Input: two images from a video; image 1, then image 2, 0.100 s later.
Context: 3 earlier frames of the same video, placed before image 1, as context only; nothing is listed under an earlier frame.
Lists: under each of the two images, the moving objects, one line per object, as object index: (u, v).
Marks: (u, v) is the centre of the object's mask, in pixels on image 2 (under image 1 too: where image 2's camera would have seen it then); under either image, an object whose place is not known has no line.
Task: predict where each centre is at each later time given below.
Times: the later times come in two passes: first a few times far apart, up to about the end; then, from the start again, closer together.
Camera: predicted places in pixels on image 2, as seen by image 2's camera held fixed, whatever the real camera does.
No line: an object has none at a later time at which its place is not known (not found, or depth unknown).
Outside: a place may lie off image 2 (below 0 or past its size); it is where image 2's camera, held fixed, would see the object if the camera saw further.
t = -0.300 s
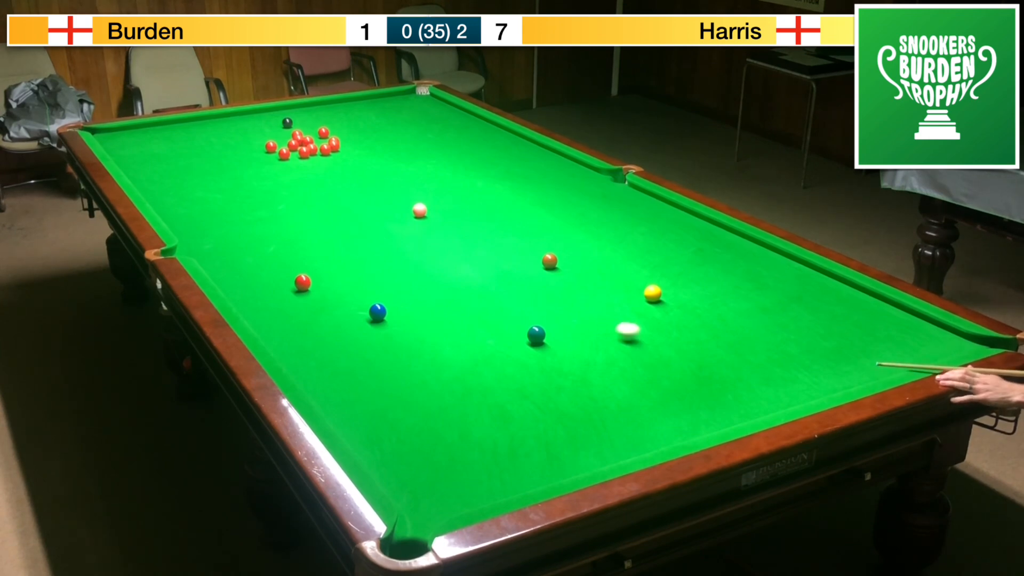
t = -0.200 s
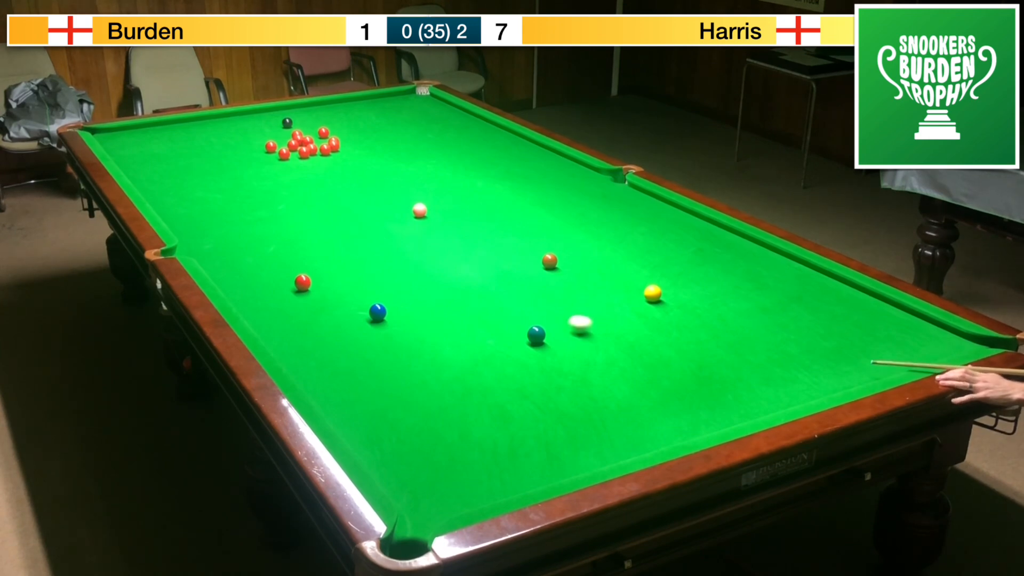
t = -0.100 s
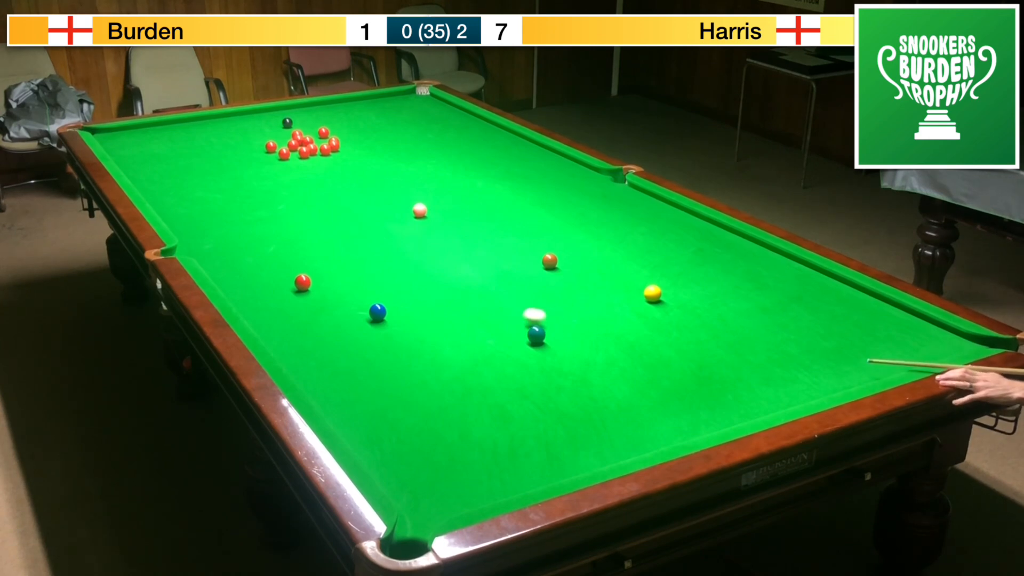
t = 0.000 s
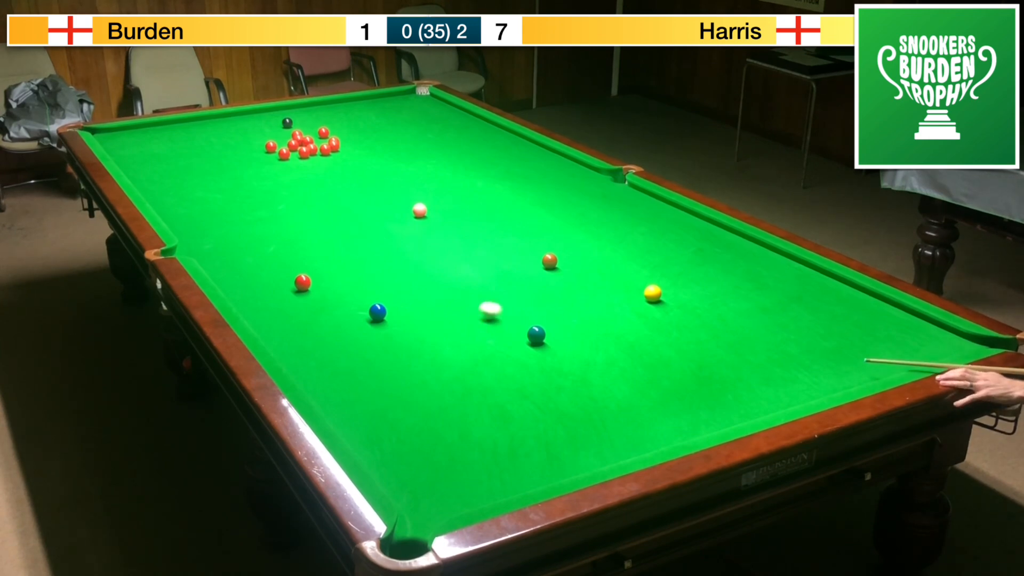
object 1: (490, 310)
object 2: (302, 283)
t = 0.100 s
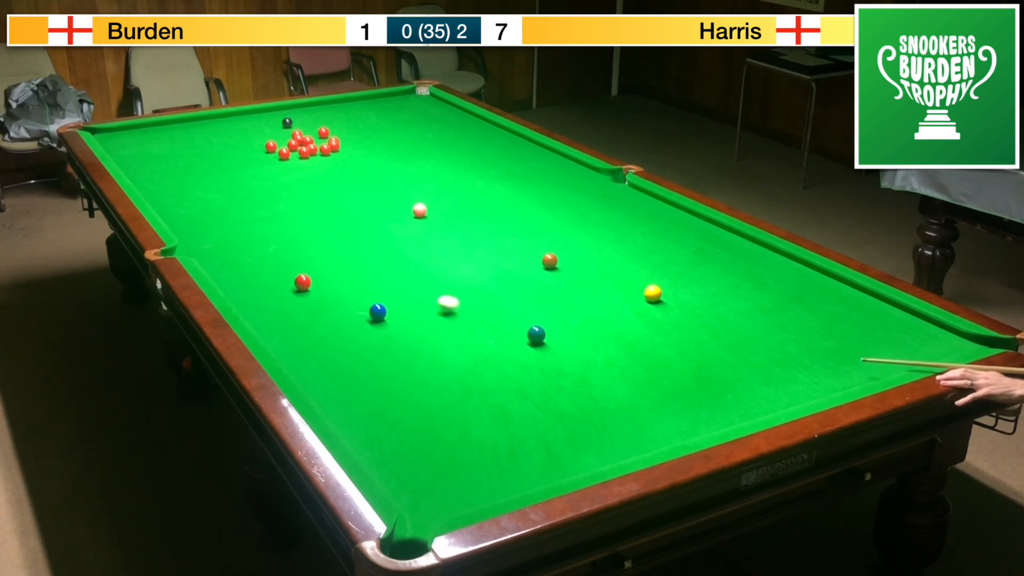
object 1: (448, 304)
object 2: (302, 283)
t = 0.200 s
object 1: (407, 298)
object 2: (302, 283)
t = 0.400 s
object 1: (330, 286)
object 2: (302, 283)
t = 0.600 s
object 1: (305, 285)
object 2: (256, 274)
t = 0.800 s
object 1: (286, 283)
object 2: (213, 267)
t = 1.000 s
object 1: (269, 282)
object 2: (216, 255)
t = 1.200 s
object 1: (253, 280)
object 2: (225, 244)
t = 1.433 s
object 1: (237, 279)
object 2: (235, 232)
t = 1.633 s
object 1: (224, 278)
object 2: (243, 223)
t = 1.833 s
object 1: (217, 276)
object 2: (250, 215)
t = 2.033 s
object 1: (220, 274)
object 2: (257, 208)
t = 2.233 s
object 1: (223, 272)
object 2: (263, 201)
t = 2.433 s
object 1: (226, 271)
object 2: (269, 194)
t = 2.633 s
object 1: (227, 270)
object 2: (274, 189)
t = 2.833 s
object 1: (228, 269)
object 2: (279, 184)
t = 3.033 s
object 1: (228, 269)
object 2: (283, 179)
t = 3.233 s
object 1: (228, 269)
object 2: (286, 175)
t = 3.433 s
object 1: (228, 269)
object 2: (289, 171)
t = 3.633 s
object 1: (228, 269)
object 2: (292, 168)
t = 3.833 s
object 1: (228, 269)
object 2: (295, 165)
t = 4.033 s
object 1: (228, 269)
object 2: (297, 162)
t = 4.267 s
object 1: (228, 269)
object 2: (299, 160)
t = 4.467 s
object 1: (228, 269)
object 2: (300, 158)
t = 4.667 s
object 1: (228, 269)
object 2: (301, 157)
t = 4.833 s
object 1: (228, 269)
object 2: (302, 156)
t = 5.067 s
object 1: (228, 269)
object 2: (302, 156)
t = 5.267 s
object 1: (228, 269)
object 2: (302, 156)
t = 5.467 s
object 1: (228, 269)
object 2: (302, 156)
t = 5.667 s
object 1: (228, 269)
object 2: (302, 156)
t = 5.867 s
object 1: (228, 269)
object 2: (302, 156)
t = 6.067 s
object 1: (228, 269)
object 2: (302, 156)
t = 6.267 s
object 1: (228, 269)
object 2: (302, 156)
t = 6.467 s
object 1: (228, 269)
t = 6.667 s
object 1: (228, 269)
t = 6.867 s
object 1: (228, 269)
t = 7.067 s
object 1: (228, 269)
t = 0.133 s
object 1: (434, 302)
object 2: (302, 283)
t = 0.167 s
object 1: (421, 300)
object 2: (302, 283)
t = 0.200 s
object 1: (407, 298)
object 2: (302, 283)
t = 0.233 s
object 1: (394, 295)
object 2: (302, 283)
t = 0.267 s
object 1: (381, 294)
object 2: (302, 283)
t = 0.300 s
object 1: (368, 292)
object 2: (302, 283)
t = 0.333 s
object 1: (355, 290)
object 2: (302, 283)
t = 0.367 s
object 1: (342, 288)
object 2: (302, 283)
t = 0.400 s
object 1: (330, 286)
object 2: (302, 283)
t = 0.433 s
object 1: (317, 285)
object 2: (301, 282)
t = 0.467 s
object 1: (316, 285)
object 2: (292, 280)
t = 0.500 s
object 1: (314, 285)
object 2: (282, 278)
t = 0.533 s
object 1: (312, 286)
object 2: (272, 277)
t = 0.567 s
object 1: (309, 285)
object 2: (264, 276)
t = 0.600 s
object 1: (305, 285)
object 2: (256, 274)
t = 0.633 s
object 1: (302, 285)
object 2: (248, 273)
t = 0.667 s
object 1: (299, 284)
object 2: (241, 272)
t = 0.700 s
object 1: (296, 284)
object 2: (234, 270)
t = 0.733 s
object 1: (293, 284)
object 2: (227, 269)
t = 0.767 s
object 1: (290, 283)
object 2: (220, 268)
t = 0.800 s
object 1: (286, 283)
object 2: (213, 267)
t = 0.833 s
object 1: (283, 283)
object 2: (207, 265)
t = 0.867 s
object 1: (281, 283)
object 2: (209, 264)
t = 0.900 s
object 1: (278, 283)
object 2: (211, 262)
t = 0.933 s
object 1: (275, 282)
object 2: (212, 259)
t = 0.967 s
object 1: (272, 282)
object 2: (214, 258)
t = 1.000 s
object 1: (269, 282)
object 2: (216, 255)
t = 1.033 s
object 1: (266, 282)
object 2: (217, 254)
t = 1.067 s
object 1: (264, 281)
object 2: (219, 252)
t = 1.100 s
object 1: (261, 281)
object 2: (220, 250)
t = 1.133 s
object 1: (258, 281)
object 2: (222, 248)
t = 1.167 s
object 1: (256, 281)
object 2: (223, 246)
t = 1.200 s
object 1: (253, 280)
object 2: (225, 244)
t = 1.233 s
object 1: (251, 280)
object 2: (226, 243)
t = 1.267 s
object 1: (248, 280)
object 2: (228, 241)
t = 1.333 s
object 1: (244, 279)
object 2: (231, 237)
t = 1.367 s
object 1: (241, 279)
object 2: (232, 236)
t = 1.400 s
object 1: (239, 279)
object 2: (234, 234)
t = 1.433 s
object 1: (237, 279)
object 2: (235, 232)
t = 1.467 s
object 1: (234, 279)
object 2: (236, 231)
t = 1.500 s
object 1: (232, 279)
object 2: (238, 229)
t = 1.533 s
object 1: (230, 278)
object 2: (239, 228)
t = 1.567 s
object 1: (228, 278)
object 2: (240, 226)
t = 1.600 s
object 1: (226, 278)
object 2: (242, 225)
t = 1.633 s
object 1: (224, 278)
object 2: (243, 223)
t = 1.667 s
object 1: (222, 278)
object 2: (244, 222)
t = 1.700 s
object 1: (220, 277)
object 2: (245, 220)
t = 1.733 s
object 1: (218, 277)
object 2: (246, 219)
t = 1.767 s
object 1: (217, 276)
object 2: (248, 218)
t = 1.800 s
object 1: (217, 276)
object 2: (249, 216)
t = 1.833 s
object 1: (217, 276)
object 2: (250, 215)
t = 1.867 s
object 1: (218, 275)
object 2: (251, 214)
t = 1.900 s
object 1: (218, 275)
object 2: (252, 213)
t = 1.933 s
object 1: (219, 274)
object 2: (254, 211)
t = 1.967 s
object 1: (219, 274)
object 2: (255, 210)
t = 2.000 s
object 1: (220, 274)
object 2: (256, 209)
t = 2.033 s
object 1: (220, 274)
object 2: (257, 208)
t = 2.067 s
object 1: (221, 273)
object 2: (258, 206)
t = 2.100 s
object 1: (221, 273)
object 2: (259, 205)
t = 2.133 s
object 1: (222, 272)
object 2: (260, 204)
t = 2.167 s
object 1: (222, 272)
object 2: (261, 203)
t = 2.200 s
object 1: (223, 272)
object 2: (262, 202)
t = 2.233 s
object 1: (223, 272)
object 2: (263, 201)
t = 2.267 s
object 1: (224, 272)
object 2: (265, 200)
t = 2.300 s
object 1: (224, 271)
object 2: (265, 199)
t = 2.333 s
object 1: (224, 271)
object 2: (266, 198)
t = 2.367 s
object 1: (225, 271)
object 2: (267, 196)
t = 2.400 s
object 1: (225, 271)
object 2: (268, 196)
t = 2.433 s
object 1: (226, 271)
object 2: (269, 194)
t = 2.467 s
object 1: (226, 270)
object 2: (270, 194)
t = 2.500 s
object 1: (226, 270)
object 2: (271, 193)
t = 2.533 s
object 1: (226, 270)
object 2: (272, 192)
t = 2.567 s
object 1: (227, 270)
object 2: (273, 191)
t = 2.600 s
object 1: (227, 270)
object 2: (273, 190)
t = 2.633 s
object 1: (227, 270)
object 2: (274, 189)
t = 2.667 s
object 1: (227, 269)
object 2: (275, 188)
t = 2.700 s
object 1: (227, 269)
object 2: (276, 187)
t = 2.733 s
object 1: (228, 269)
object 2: (277, 186)
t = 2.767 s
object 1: (228, 269)
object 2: (277, 186)
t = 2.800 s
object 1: (228, 269)
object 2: (278, 185)
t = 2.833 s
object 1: (228, 269)
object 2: (279, 184)
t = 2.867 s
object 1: (228, 269)
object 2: (279, 183)
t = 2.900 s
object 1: (228, 269)
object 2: (280, 182)
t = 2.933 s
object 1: (228, 269)
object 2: (281, 182)
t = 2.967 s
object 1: (228, 269)
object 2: (282, 181)
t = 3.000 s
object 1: (228, 269)
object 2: (282, 180)
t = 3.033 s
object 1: (228, 269)
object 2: (283, 179)
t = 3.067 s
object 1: (228, 269)
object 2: (283, 179)
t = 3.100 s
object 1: (228, 269)
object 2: (284, 178)
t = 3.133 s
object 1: (228, 269)
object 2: (285, 177)
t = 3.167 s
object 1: (228, 269)
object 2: (285, 176)
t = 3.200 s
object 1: (228, 269)
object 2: (286, 176)
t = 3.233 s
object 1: (228, 269)
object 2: (286, 175)
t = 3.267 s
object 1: (228, 269)
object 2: (287, 175)
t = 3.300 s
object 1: (228, 269)
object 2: (287, 174)
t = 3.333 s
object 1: (228, 269)
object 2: (288, 173)
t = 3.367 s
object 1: (228, 269)
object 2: (288, 173)
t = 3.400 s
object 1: (228, 269)
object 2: (289, 172)
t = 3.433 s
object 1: (228, 269)
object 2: (289, 171)
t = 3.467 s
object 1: (228, 269)
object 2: (290, 171)
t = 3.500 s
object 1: (228, 269)
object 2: (290, 170)
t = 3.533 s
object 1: (228, 269)
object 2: (291, 170)
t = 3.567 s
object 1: (228, 269)
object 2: (291, 169)
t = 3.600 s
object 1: (228, 269)
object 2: (292, 169)
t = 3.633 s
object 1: (228, 269)
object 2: (292, 168)
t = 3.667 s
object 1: (228, 269)
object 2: (293, 168)
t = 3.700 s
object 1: (228, 269)
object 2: (293, 167)
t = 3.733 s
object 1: (228, 269)
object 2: (293, 167)
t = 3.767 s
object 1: (228, 269)
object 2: (294, 166)
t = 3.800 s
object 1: (228, 269)
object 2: (294, 166)
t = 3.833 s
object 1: (228, 269)
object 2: (295, 165)
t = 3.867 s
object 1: (228, 269)
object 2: (295, 165)
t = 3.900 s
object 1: (228, 269)
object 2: (295, 164)
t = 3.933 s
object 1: (228, 269)
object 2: (296, 164)
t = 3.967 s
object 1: (228, 269)
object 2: (296, 163)
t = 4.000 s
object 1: (228, 269)
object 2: (296, 163)
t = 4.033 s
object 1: (228, 269)
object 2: (297, 162)
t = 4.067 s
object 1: (228, 269)
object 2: (297, 162)
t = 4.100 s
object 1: (228, 269)
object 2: (297, 162)
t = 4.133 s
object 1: (228, 269)
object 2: (298, 161)
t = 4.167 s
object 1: (228, 269)
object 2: (298, 161)
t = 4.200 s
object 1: (228, 269)
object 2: (298, 161)
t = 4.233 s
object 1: (228, 269)
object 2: (299, 160)
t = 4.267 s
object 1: (228, 269)
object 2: (299, 160)
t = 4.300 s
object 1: (228, 269)
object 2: (299, 160)
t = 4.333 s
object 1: (228, 269)
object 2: (300, 159)
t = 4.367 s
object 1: (228, 269)
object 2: (300, 159)
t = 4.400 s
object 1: (228, 269)
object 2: (300, 159)
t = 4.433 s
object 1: (228, 269)
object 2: (300, 159)
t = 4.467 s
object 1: (228, 269)
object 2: (300, 158)
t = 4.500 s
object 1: (228, 269)
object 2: (301, 158)
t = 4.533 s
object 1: (228, 269)
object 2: (301, 158)
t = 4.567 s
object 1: (228, 269)
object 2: (301, 157)
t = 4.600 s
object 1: (228, 269)
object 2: (301, 157)
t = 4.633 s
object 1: (228, 269)
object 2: (301, 157)
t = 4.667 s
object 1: (228, 269)
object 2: (301, 157)
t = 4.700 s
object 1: (228, 269)
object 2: (302, 157)
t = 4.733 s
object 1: (228, 269)
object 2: (302, 156)
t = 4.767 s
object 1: (228, 269)
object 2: (302, 156)
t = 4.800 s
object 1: (228, 269)
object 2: (302, 156)
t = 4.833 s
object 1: (228, 269)
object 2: (302, 156)
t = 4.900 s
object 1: (228, 269)
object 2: (302, 156)
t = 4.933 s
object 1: (228, 269)
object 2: (302, 156)
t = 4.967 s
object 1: (228, 269)
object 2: (302, 156)
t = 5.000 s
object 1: (228, 269)
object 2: (302, 156)
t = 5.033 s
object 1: (228, 269)
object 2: (302, 156)
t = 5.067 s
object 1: (228, 269)
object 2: (302, 156)
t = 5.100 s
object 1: (228, 269)
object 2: (302, 156)
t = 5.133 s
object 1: (228, 269)
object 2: (302, 156)
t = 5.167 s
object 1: (228, 269)
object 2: (302, 156)
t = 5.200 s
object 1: (228, 269)
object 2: (302, 156)
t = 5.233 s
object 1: (228, 269)
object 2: (302, 156)
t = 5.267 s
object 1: (228, 269)
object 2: (302, 156)
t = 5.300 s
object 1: (228, 269)
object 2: (302, 156)
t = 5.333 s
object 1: (228, 269)
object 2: (302, 156)
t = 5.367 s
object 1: (228, 269)
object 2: (302, 156)
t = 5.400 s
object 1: (228, 269)
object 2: (302, 156)
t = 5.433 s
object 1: (228, 269)
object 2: (302, 156)
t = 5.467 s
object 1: (228, 269)
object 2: (302, 156)
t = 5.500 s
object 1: (228, 269)
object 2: (302, 156)
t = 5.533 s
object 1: (228, 269)
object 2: (302, 156)
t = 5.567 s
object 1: (228, 269)
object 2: (302, 156)
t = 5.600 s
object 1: (228, 269)
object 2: (302, 156)
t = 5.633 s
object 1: (228, 269)
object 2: (302, 156)
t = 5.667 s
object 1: (228, 269)
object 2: (302, 156)
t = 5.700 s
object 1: (228, 269)
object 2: (302, 156)
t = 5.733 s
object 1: (228, 269)
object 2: (302, 156)
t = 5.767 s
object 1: (228, 269)
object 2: (302, 156)
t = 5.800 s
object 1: (228, 269)
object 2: (302, 156)
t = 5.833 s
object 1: (228, 269)
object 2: (302, 156)
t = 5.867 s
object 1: (228, 269)
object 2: (302, 156)
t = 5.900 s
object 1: (228, 269)
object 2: (302, 156)
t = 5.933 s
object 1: (228, 269)
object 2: (302, 156)
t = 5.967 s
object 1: (228, 269)
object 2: (302, 156)
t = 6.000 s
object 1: (228, 269)
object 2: (302, 156)
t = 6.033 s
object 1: (228, 269)
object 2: (302, 156)
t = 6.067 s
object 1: (228, 269)
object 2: (302, 156)
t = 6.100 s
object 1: (228, 269)
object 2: (302, 156)
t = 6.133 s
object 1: (228, 269)
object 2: (302, 156)
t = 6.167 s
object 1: (228, 269)
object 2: (302, 156)
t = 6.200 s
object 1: (228, 269)
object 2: (302, 156)
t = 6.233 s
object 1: (228, 269)
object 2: (302, 156)
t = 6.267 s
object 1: (228, 269)
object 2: (302, 156)
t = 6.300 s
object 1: (228, 269)
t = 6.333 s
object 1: (228, 269)
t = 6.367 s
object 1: (228, 269)
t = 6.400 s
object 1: (228, 269)
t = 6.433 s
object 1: (228, 269)
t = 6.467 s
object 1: (228, 269)
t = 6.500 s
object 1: (228, 269)
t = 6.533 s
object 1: (228, 269)
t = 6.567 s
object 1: (228, 269)
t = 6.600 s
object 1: (228, 269)
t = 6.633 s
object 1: (228, 269)
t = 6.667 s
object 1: (228, 269)
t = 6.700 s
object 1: (228, 269)
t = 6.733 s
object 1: (228, 269)
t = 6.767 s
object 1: (228, 269)
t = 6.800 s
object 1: (228, 269)
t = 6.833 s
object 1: (228, 269)
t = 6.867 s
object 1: (228, 269)
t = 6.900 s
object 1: (228, 269)
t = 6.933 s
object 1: (228, 269)
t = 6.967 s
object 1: (228, 269)
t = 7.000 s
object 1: (228, 270)
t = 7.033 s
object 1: (228, 269)
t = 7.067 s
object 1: (228, 269)
